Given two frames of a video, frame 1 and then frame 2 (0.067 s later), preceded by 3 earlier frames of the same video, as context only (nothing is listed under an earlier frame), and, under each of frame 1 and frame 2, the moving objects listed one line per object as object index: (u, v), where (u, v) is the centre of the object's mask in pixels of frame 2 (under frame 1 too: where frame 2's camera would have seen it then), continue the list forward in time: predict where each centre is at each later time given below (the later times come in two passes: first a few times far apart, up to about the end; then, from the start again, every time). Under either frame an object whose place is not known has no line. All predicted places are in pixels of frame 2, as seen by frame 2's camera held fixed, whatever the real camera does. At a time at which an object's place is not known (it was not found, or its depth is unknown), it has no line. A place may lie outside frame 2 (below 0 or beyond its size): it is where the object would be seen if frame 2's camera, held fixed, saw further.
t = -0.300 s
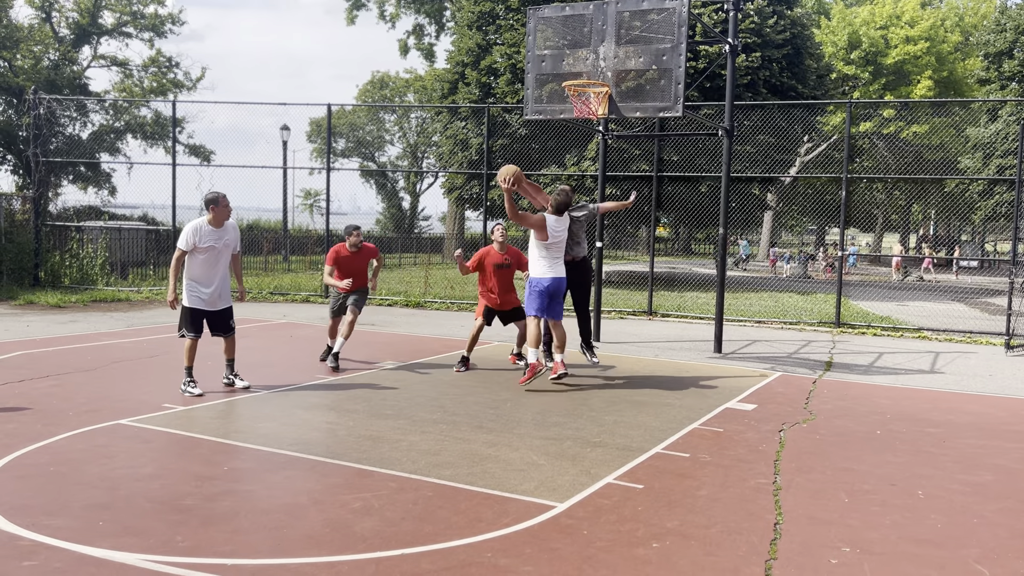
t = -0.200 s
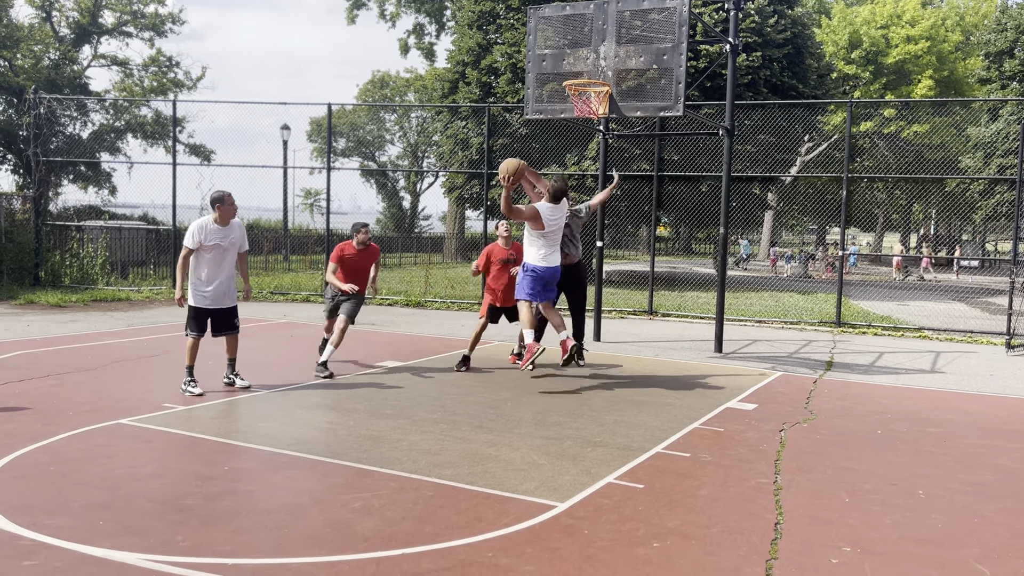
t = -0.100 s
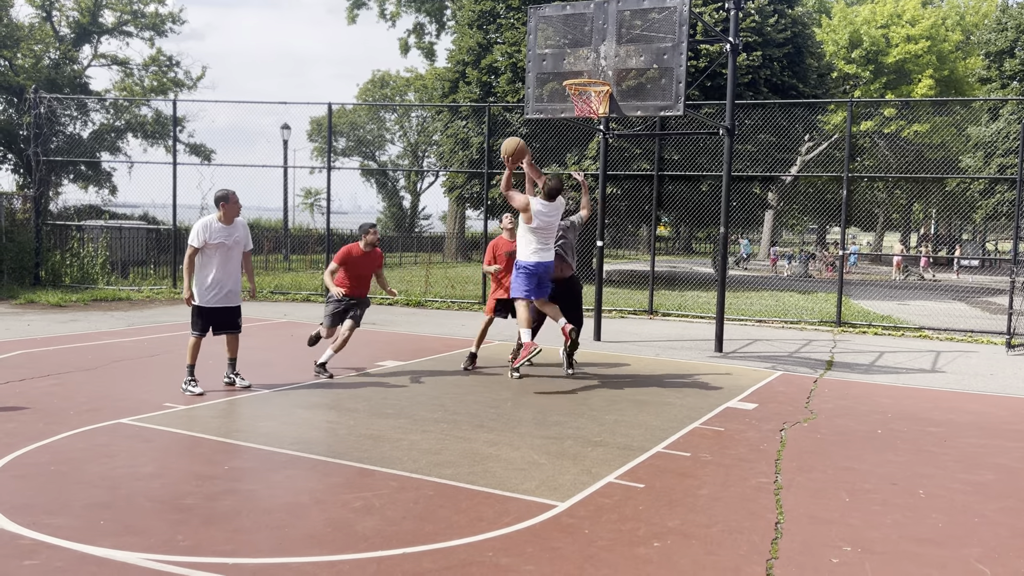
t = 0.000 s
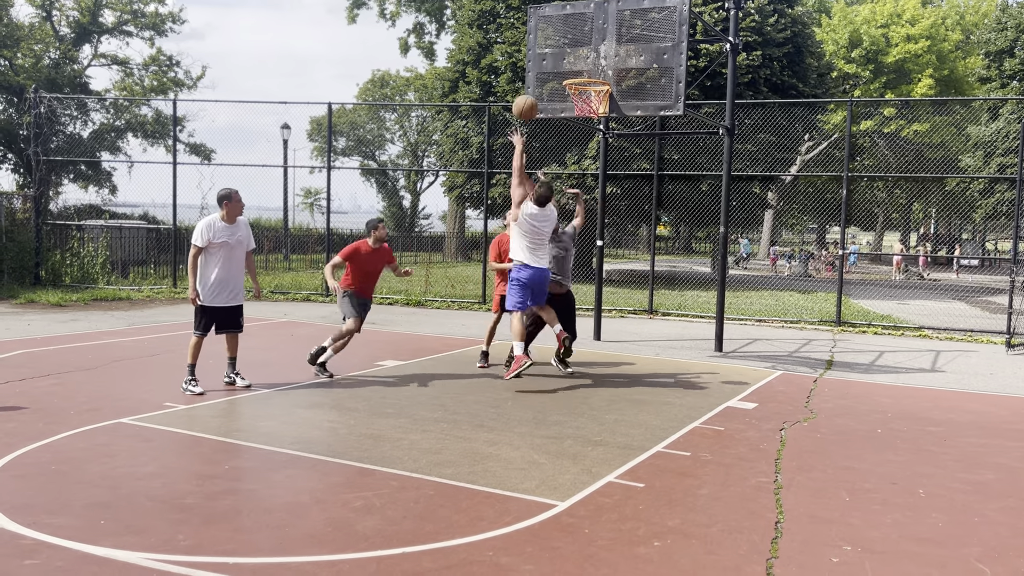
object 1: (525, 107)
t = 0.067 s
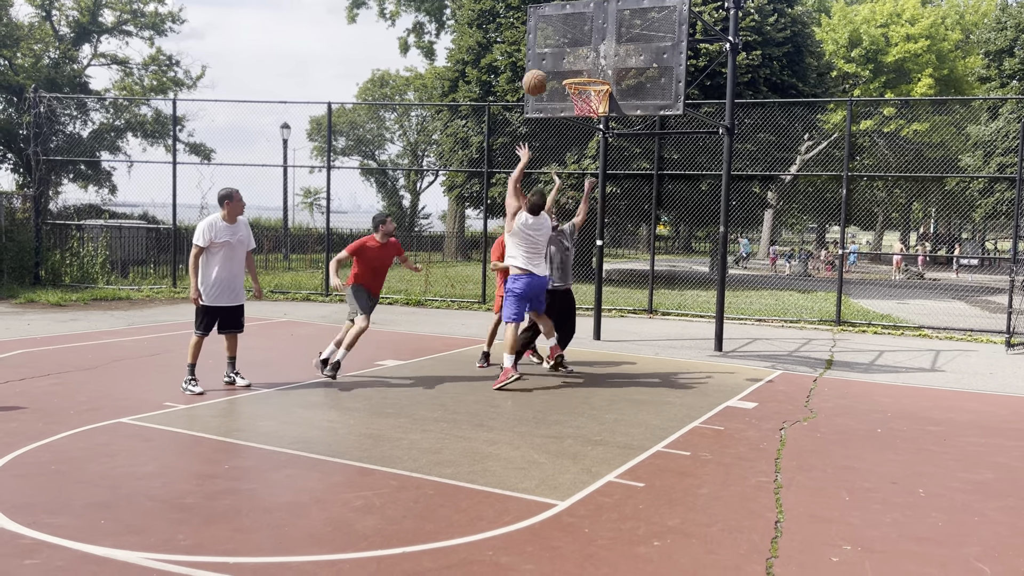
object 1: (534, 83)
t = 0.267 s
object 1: (562, 39)
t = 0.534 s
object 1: (592, 48)
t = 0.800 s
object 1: (583, 96)
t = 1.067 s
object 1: (585, 102)
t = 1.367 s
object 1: (587, 136)
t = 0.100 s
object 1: (539, 72)
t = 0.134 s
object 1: (545, 63)
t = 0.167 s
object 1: (549, 55)
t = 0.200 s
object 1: (553, 49)
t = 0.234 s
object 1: (558, 43)
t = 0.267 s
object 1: (562, 39)
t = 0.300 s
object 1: (566, 37)
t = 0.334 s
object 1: (570, 35)
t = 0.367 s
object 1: (574, 34)
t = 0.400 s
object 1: (578, 35)
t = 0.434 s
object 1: (582, 37)
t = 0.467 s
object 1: (586, 39)
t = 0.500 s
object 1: (589, 43)
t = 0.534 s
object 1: (592, 48)
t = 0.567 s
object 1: (596, 54)
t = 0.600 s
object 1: (600, 61)
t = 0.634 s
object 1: (601, 68)
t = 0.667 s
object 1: (598, 71)
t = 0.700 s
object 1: (593, 77)
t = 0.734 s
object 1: (589, 83)
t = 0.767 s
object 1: (585, 91)
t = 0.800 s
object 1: (583, 96)
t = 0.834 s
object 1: (580, 97)
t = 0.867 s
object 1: (580, 95)
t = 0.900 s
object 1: (581, 93)
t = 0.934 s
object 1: (581, 93)
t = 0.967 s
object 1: (582, 94)
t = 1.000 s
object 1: (584, 97)
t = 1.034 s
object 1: (584, 100)
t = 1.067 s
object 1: (585, 102)
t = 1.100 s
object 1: (586, 104)
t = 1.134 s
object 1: (588, 107)
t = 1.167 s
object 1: (589, 112)
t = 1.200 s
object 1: (590, 114)
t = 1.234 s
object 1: (590, 118)
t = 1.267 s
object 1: (589, 121)
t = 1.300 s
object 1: (588, 124)
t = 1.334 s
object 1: (588, 130)
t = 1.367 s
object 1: (587, 136)
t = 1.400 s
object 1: (588, 144)
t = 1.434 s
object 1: (586, 153)
